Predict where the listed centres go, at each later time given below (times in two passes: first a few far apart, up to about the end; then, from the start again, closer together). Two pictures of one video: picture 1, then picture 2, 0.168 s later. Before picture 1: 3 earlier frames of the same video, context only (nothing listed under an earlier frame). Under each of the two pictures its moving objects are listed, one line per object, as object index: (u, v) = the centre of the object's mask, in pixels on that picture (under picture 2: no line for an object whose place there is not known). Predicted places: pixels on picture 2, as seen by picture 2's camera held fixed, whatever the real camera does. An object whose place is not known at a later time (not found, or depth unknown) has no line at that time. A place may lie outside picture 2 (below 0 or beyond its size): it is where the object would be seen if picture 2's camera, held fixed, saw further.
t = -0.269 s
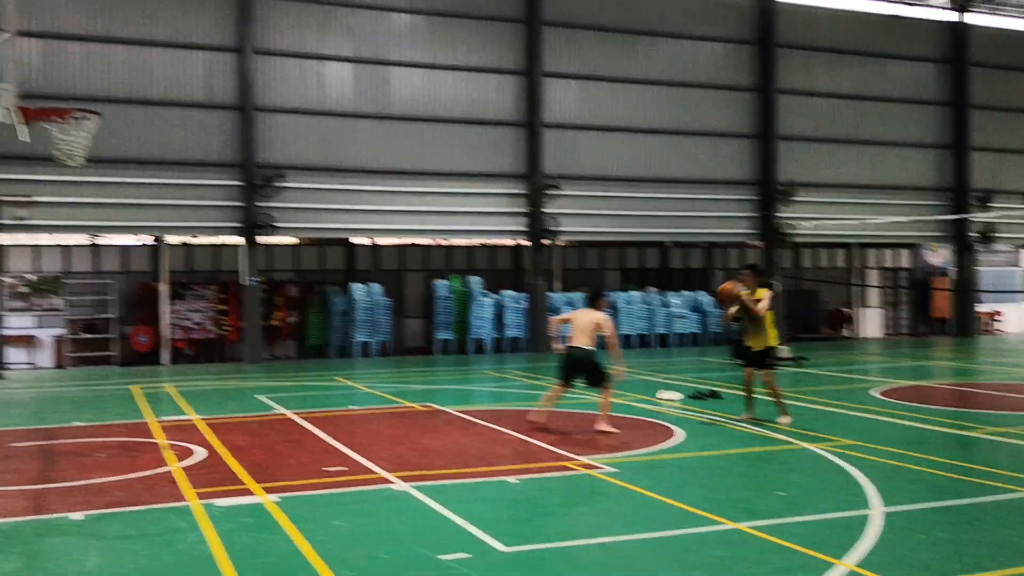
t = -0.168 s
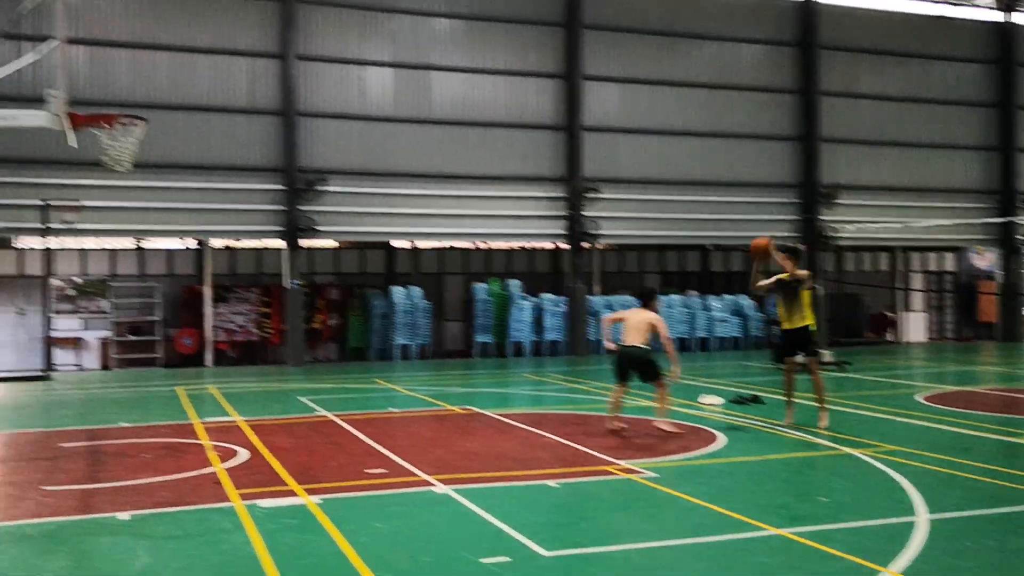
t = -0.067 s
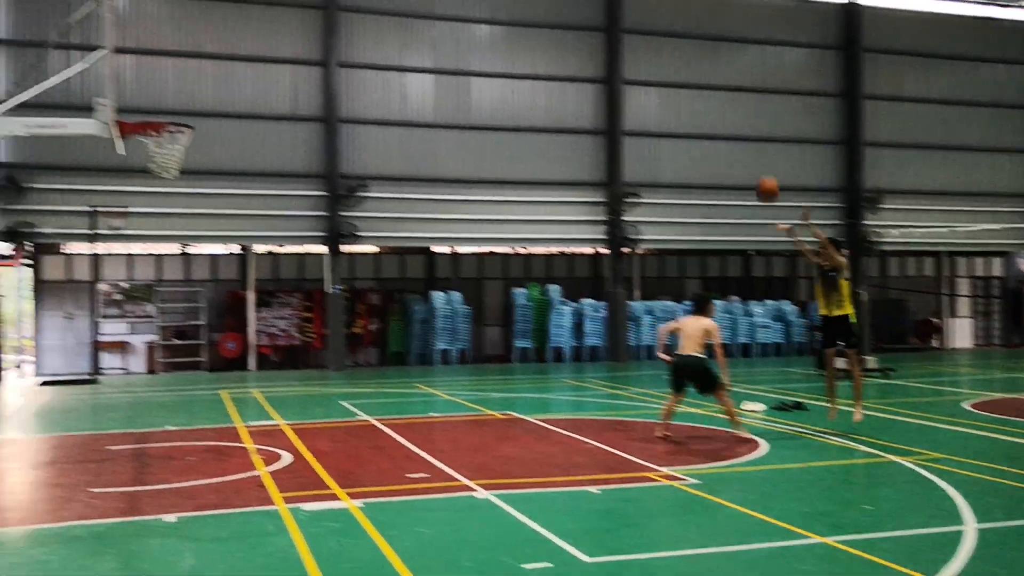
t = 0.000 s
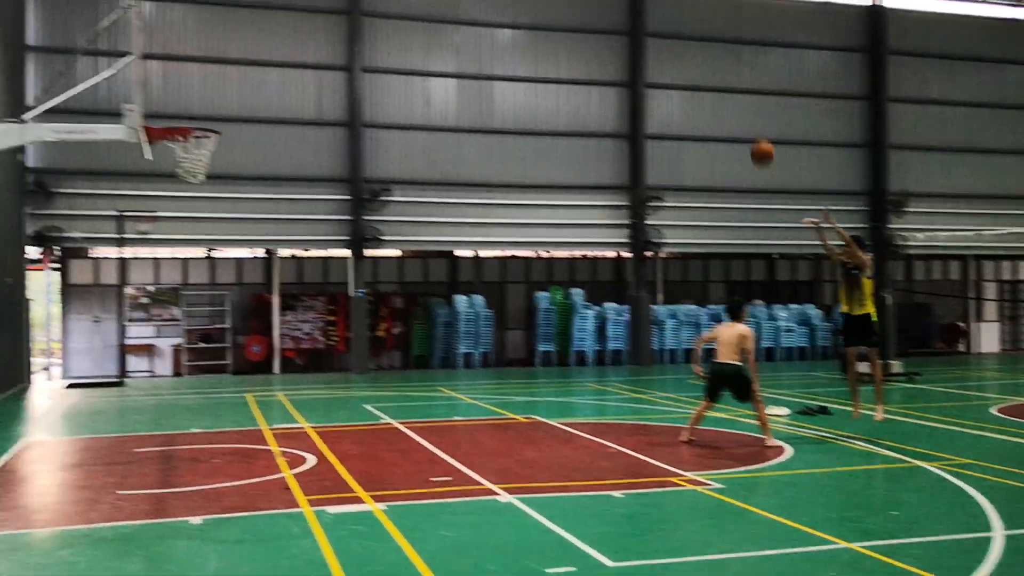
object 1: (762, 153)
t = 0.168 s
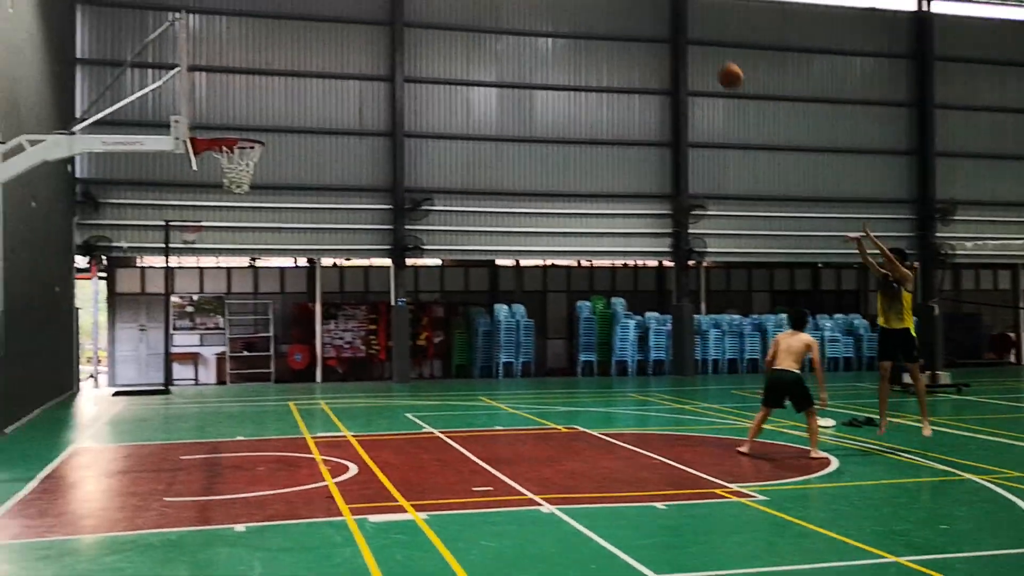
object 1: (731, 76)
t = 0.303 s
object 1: (668, 27)
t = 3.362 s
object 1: (278, 306)
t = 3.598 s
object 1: (290, 377)
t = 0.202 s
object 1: (715, 63)
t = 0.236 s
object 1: (700, 49)
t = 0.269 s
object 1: (684, 37)
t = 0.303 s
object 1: (668, 27)
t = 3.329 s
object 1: (277, 300)
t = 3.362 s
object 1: (278, 306)
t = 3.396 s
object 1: (279, 313)
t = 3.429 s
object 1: (281, 322)
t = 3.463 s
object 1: (282, 331)
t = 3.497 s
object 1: (284, 340)
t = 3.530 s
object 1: (285, 351)
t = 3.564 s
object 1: (287, 366)
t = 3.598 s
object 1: (290, 377)
